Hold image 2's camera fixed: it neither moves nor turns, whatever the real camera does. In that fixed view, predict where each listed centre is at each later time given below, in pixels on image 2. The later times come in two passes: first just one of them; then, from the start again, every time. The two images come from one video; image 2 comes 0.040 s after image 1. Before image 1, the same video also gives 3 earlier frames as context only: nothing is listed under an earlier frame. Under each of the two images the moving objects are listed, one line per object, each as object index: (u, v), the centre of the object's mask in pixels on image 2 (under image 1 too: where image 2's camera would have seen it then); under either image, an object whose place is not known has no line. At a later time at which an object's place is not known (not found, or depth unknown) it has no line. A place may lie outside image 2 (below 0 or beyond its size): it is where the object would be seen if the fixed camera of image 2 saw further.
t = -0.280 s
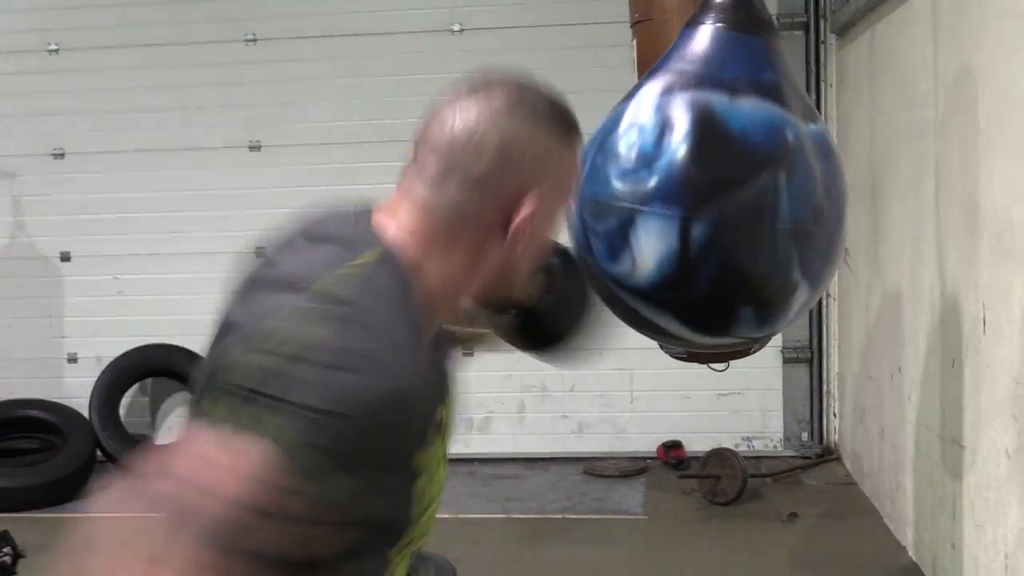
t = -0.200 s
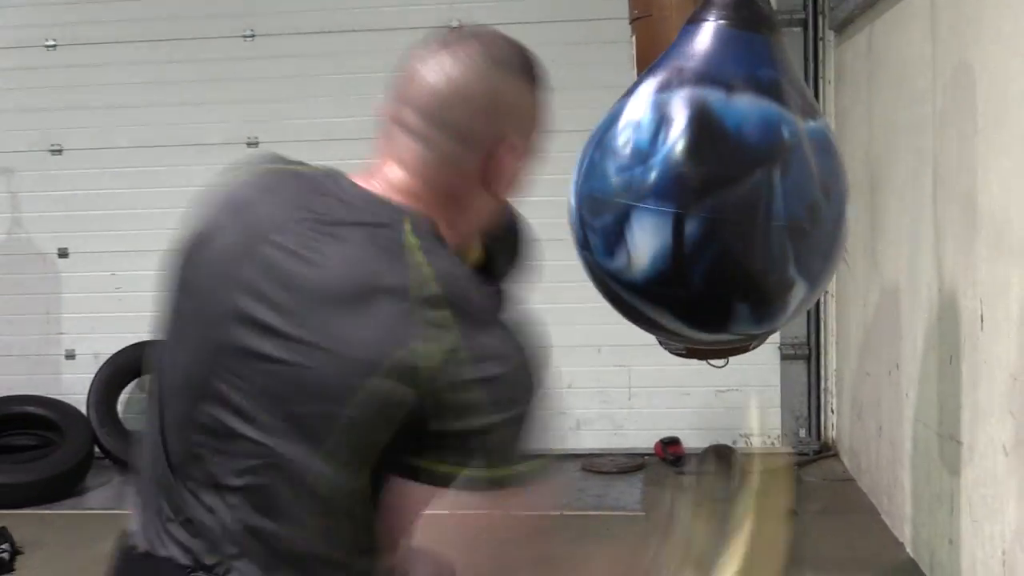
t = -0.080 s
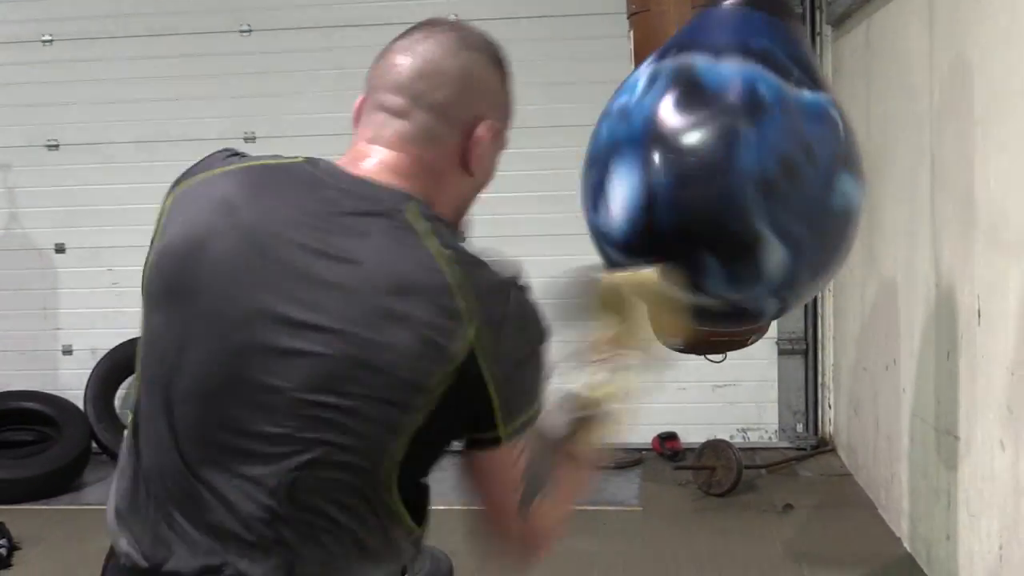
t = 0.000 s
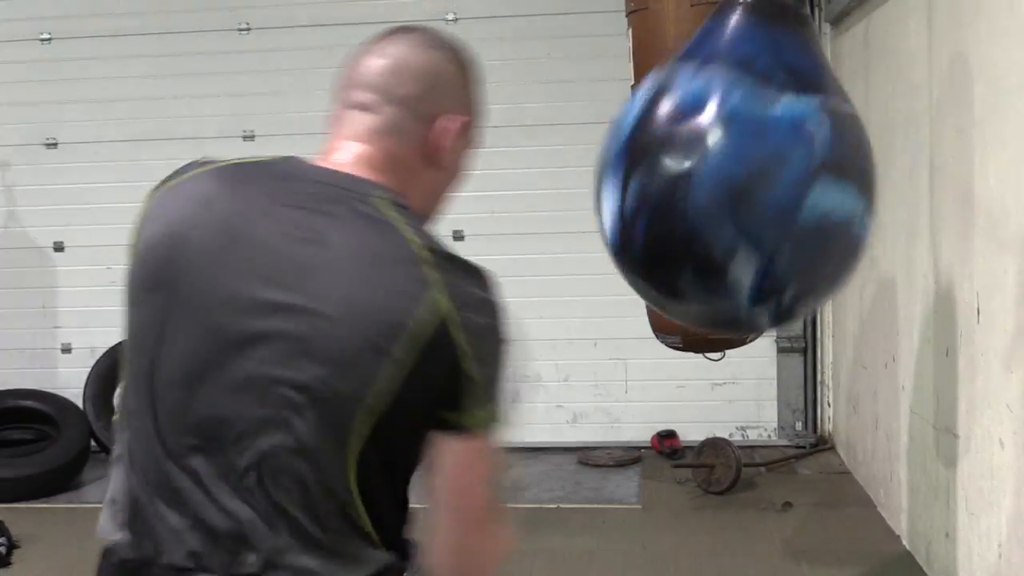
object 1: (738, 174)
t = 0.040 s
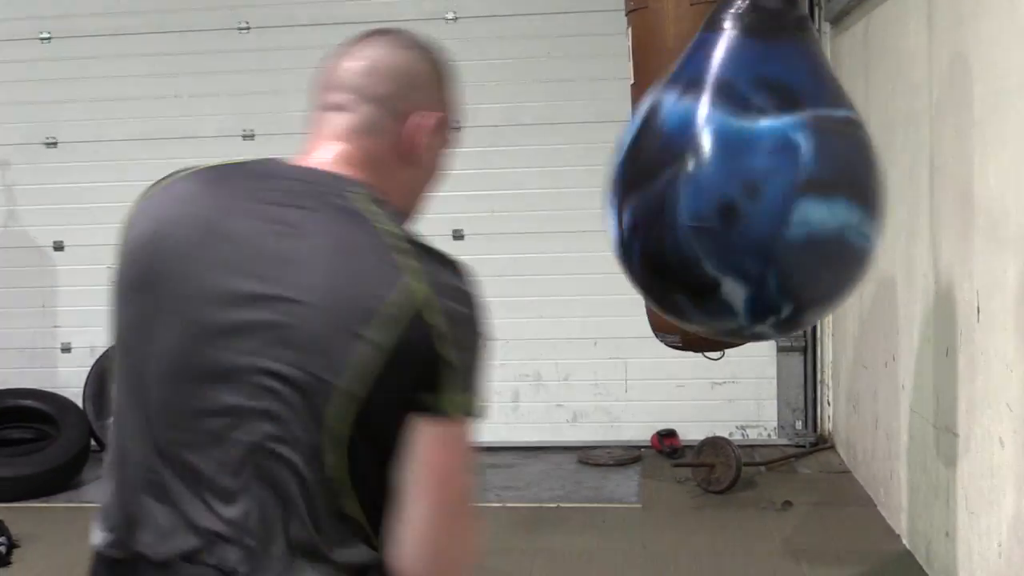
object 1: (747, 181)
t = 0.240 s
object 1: (810, 184)
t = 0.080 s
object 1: (759, 177)
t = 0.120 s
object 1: (771, 178)
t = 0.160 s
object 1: (782, 180)
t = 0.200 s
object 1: (797, 180)
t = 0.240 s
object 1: (810, 184)
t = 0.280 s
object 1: (824, 182)
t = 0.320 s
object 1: (836, 184)
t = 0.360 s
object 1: (848, 185)
